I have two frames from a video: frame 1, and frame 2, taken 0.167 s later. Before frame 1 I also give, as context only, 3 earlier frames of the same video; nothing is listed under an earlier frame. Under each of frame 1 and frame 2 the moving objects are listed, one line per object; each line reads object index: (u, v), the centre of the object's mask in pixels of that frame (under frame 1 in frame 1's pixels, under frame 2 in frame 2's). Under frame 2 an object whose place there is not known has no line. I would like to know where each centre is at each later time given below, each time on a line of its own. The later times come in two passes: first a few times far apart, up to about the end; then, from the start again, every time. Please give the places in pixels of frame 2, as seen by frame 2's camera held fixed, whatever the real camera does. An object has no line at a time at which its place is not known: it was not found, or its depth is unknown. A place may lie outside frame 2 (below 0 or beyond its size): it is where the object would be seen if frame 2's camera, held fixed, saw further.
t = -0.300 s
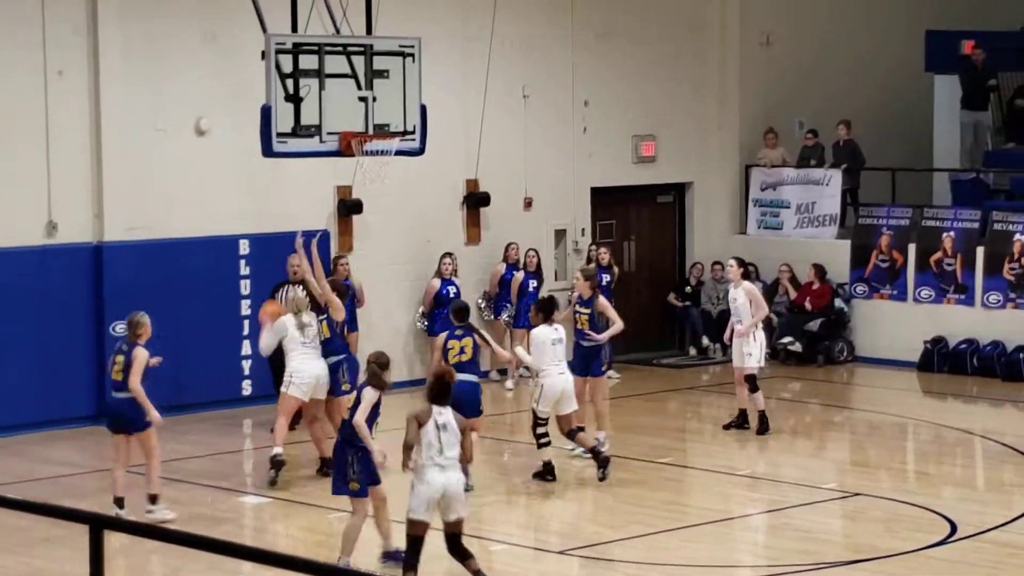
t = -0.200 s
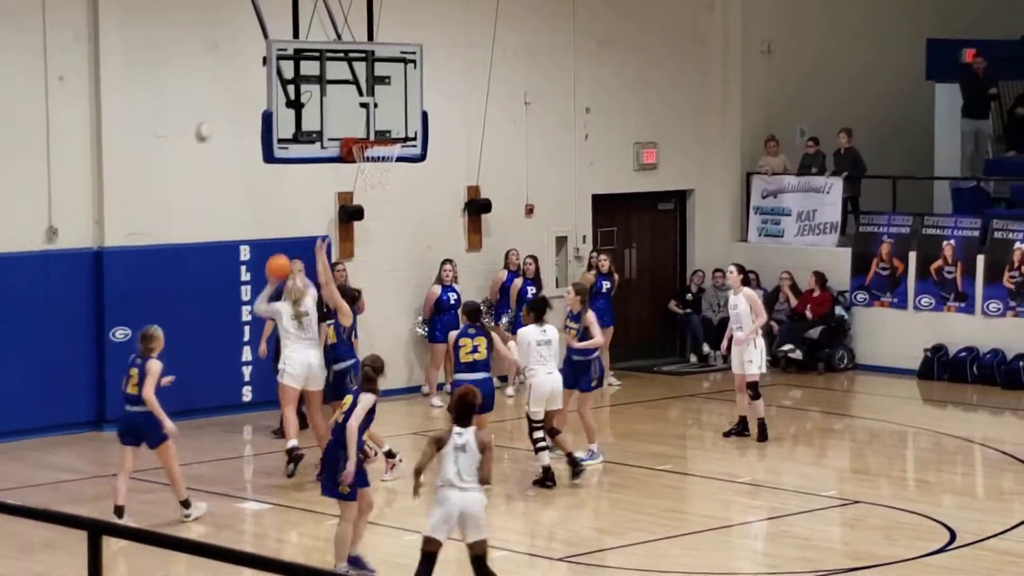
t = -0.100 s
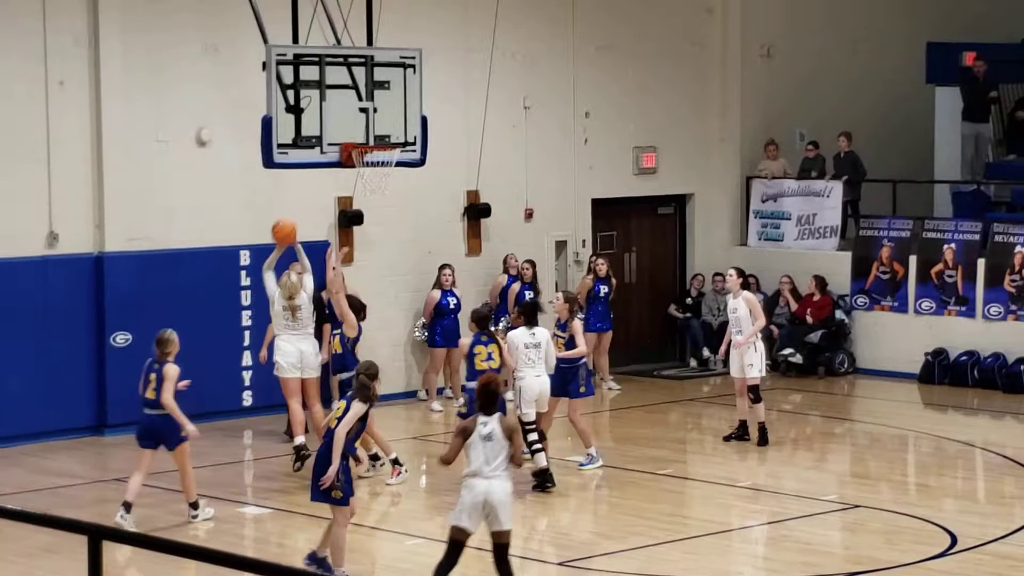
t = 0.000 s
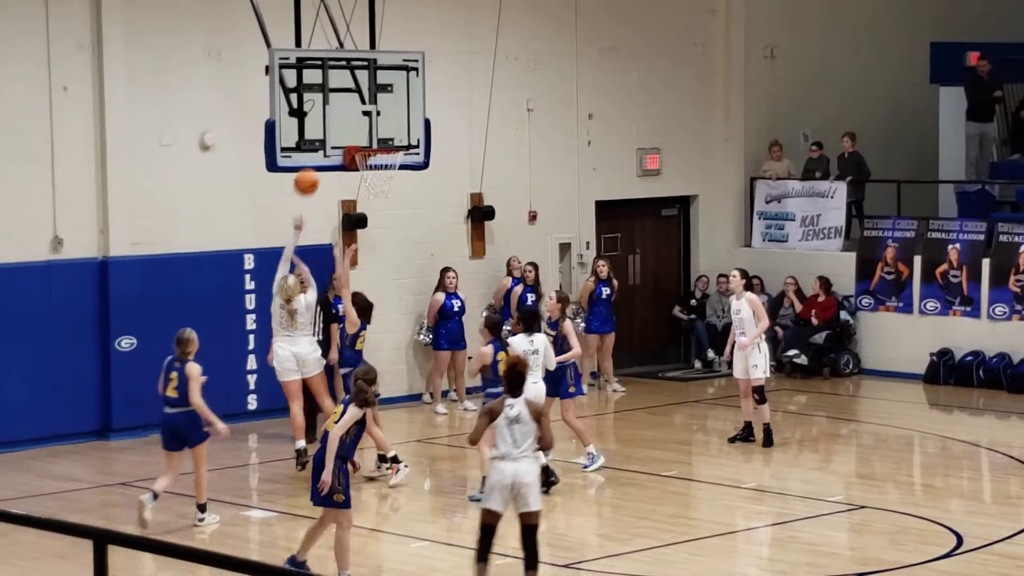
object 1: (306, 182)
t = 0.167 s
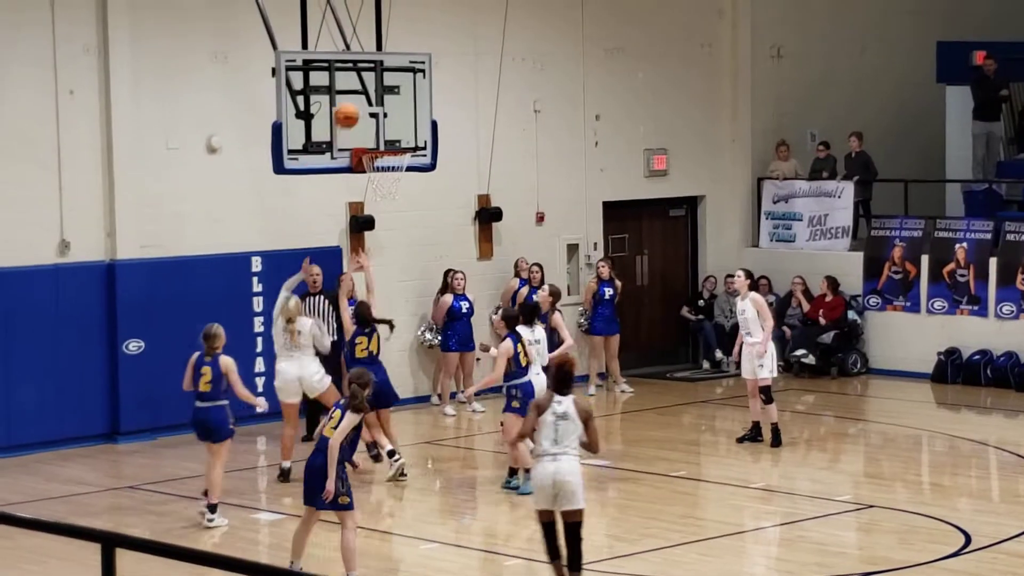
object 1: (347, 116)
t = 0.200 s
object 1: (353, 105)
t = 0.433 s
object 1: (398, 68)
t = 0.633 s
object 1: (438, 82)
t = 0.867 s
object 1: (484, 148)
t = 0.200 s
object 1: (353, 105)
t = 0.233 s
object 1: (360, 97)
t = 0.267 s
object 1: (367, 89)
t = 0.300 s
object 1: (373, 82)
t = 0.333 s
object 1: (379, 77)
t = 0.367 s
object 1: (386, 73)
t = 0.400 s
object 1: (392, 70)
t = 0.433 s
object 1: (398, 68)
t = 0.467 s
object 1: (405, 68)
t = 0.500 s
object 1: (412, 68)
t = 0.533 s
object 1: (418, 70)
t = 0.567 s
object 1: (425, 73)
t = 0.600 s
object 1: (432, 77)
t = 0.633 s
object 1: (438, 82)
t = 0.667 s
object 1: (445, 88)
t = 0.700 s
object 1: (451, 96)
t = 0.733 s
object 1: (458, 104)
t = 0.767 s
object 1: (464, 113)
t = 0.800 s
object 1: (470, 123)
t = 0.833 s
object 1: (477, 135)
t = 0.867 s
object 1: (484, 148)
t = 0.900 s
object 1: (490, 162)
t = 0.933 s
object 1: (497, 177)
